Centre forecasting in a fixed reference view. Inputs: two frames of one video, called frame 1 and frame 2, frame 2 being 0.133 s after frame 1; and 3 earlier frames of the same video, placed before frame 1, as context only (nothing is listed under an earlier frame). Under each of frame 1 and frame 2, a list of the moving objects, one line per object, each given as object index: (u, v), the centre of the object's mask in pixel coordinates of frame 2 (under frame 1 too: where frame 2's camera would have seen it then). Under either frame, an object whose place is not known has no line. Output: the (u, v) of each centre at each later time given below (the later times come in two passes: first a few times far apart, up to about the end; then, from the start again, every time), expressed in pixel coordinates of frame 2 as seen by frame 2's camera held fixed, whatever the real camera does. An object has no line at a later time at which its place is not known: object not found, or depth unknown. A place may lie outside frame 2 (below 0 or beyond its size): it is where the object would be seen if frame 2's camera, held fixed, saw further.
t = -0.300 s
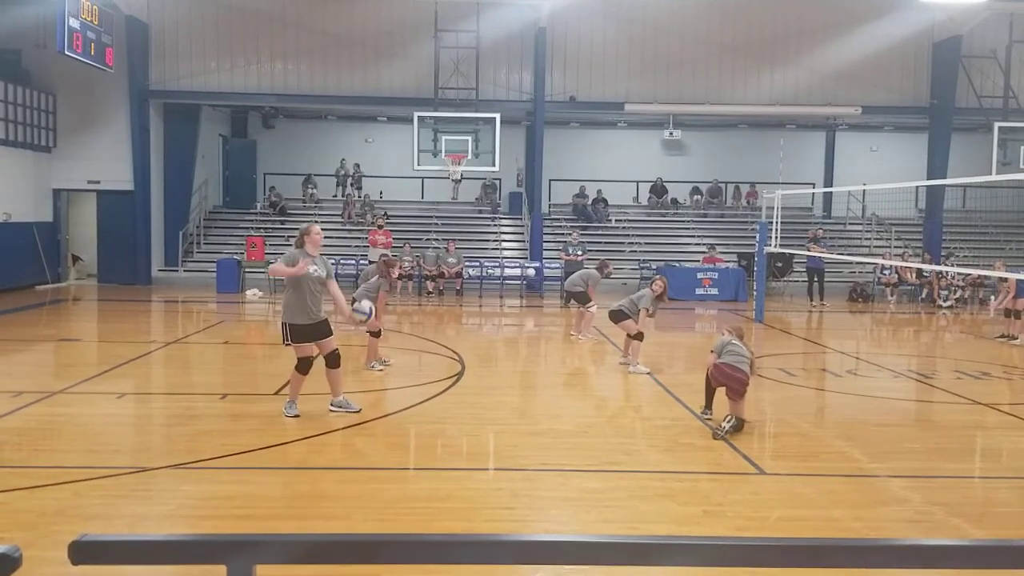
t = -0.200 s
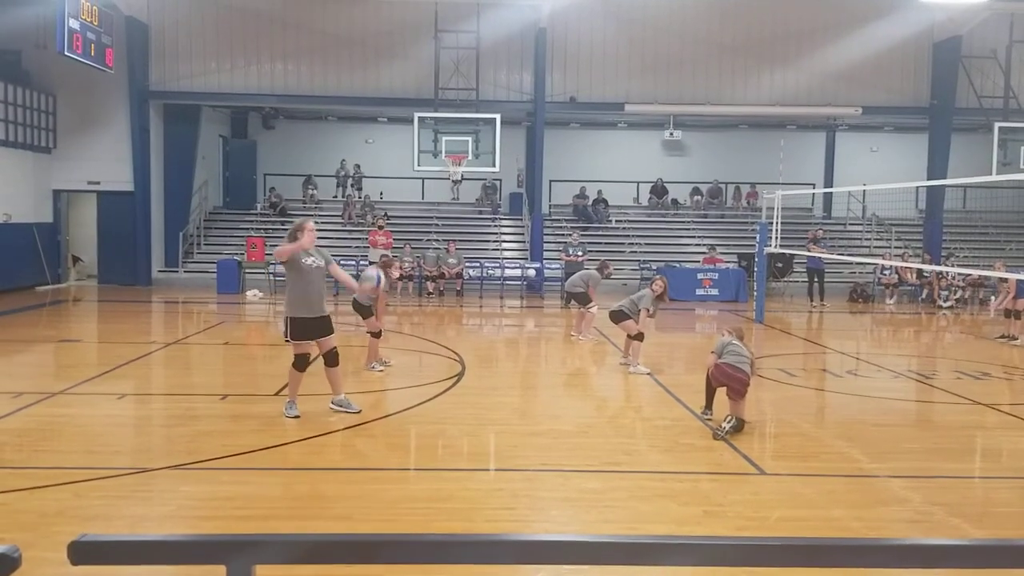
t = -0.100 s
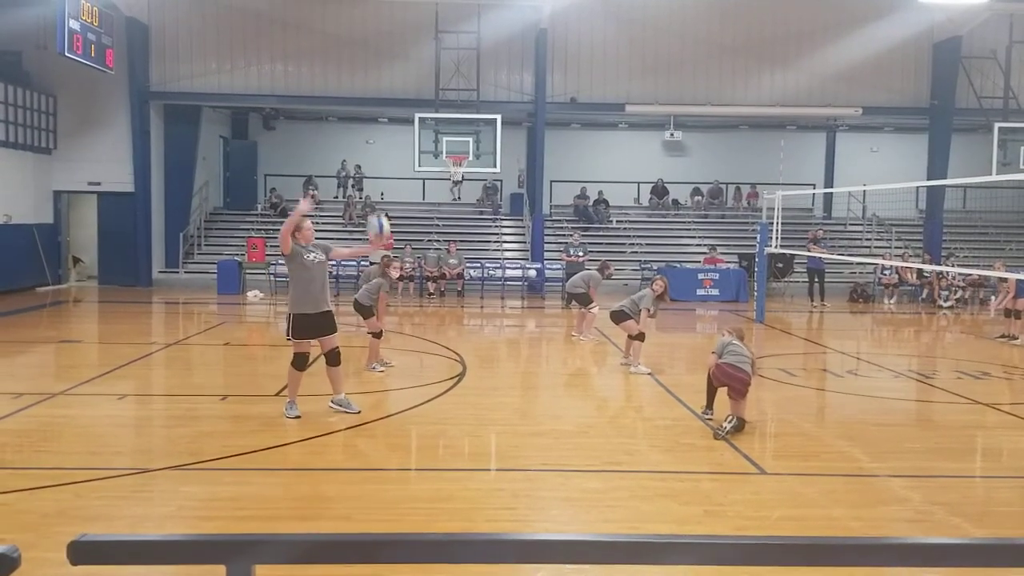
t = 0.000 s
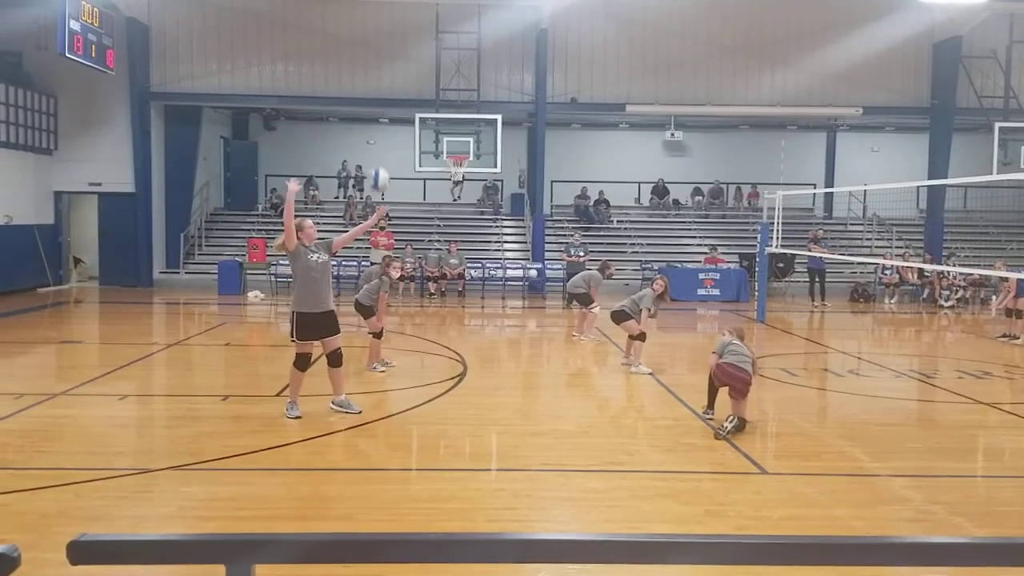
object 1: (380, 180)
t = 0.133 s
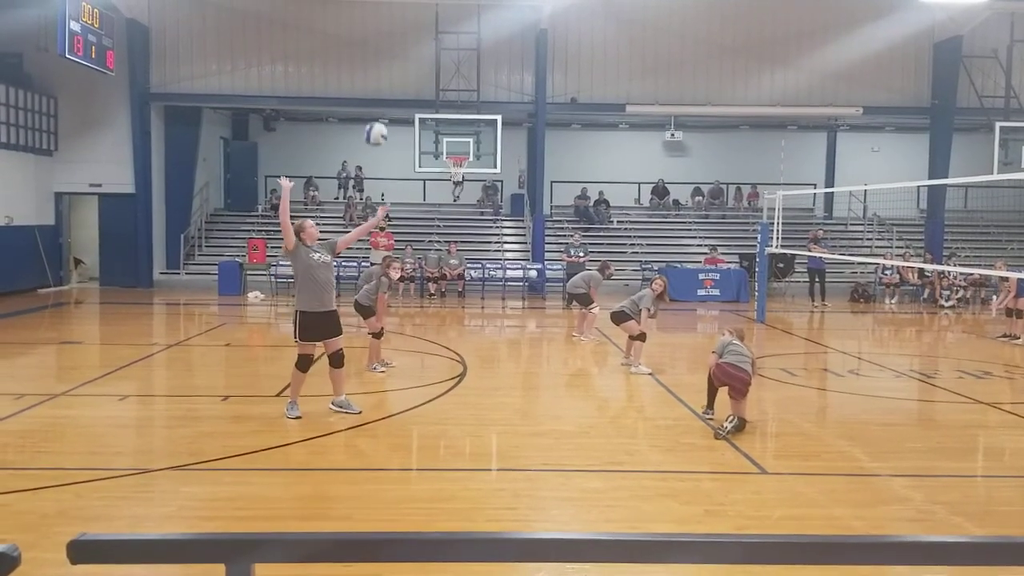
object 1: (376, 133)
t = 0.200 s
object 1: (375, 118)
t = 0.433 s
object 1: (371, 104)
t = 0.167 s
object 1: (375, 125)
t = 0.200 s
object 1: (375, 118)
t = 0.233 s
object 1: (374, 112)
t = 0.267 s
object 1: (373, 108)
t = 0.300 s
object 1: (373, 105)
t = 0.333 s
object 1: (372, 103)
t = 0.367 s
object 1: (372, 102)
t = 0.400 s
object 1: (371, 102)
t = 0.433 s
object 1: (371, 104)
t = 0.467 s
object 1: (370, 106)
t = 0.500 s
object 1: (369, 110)
